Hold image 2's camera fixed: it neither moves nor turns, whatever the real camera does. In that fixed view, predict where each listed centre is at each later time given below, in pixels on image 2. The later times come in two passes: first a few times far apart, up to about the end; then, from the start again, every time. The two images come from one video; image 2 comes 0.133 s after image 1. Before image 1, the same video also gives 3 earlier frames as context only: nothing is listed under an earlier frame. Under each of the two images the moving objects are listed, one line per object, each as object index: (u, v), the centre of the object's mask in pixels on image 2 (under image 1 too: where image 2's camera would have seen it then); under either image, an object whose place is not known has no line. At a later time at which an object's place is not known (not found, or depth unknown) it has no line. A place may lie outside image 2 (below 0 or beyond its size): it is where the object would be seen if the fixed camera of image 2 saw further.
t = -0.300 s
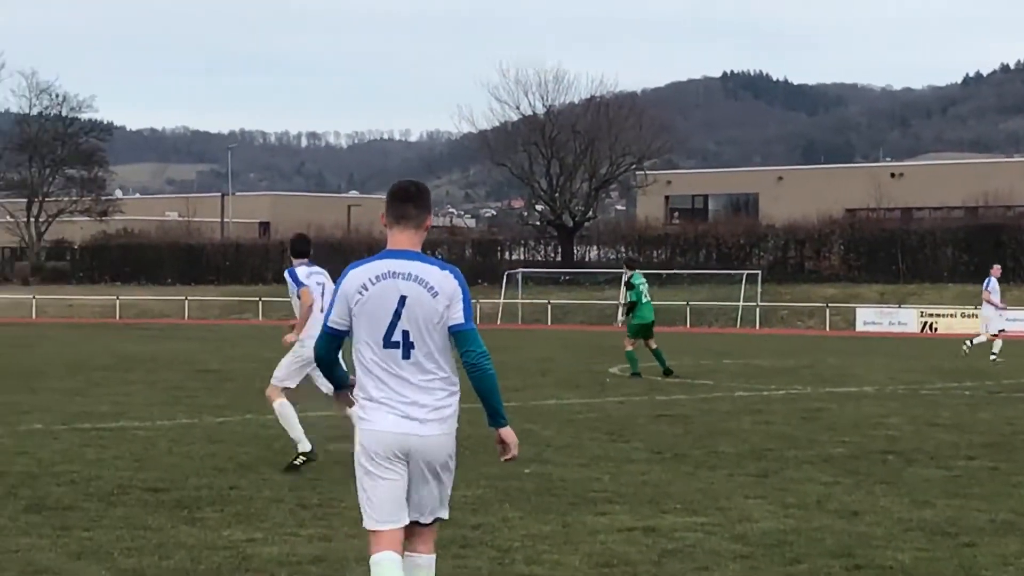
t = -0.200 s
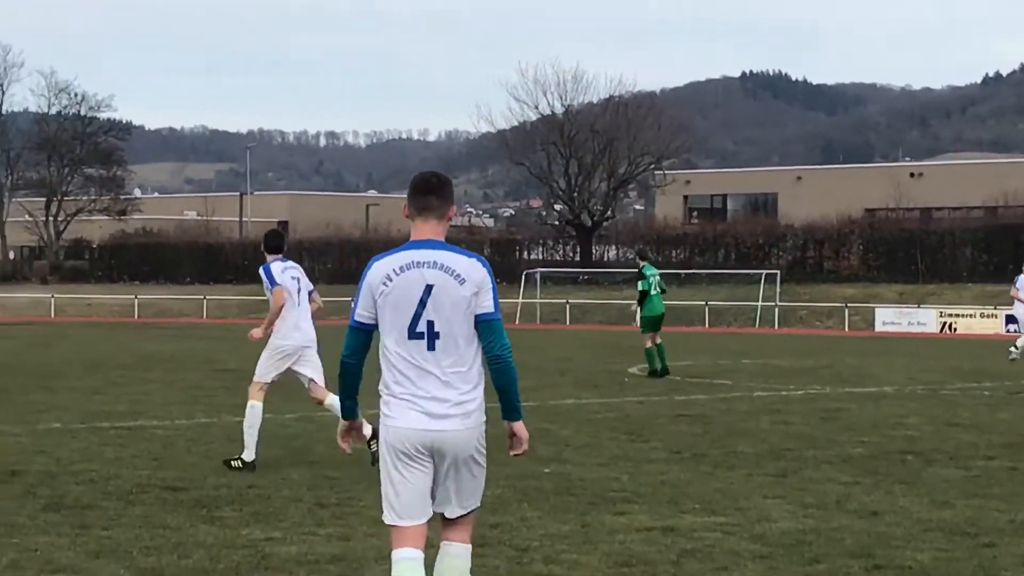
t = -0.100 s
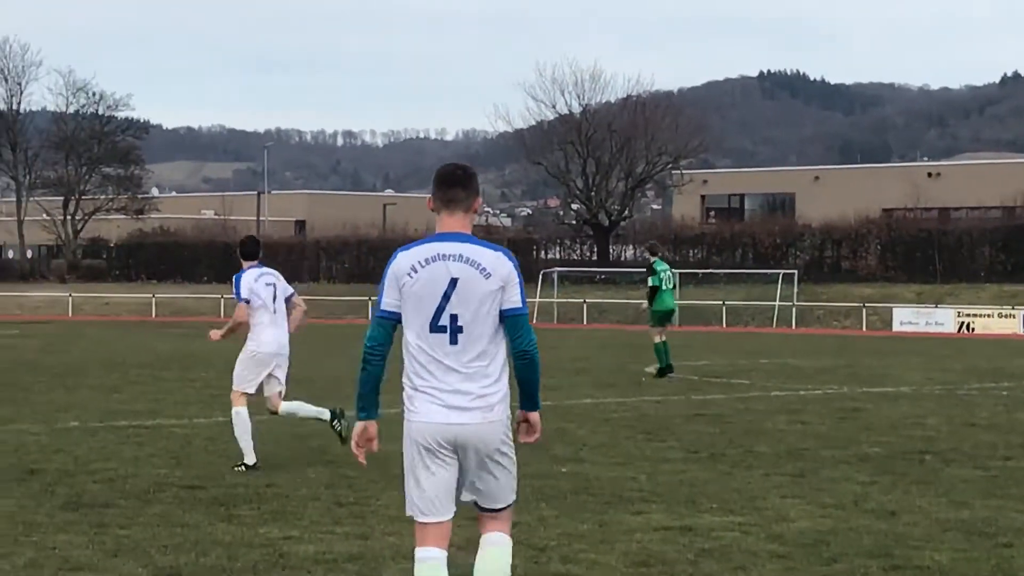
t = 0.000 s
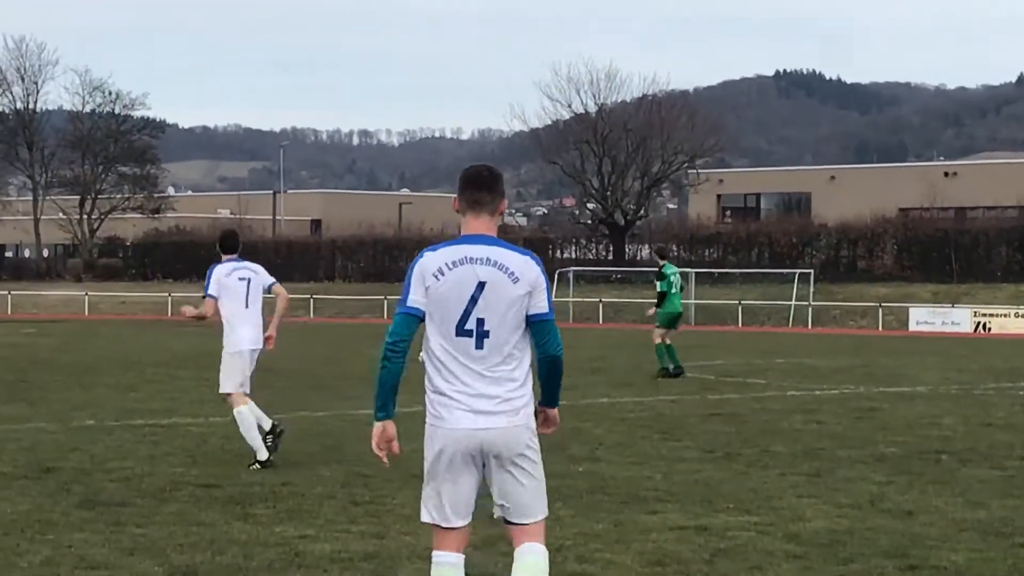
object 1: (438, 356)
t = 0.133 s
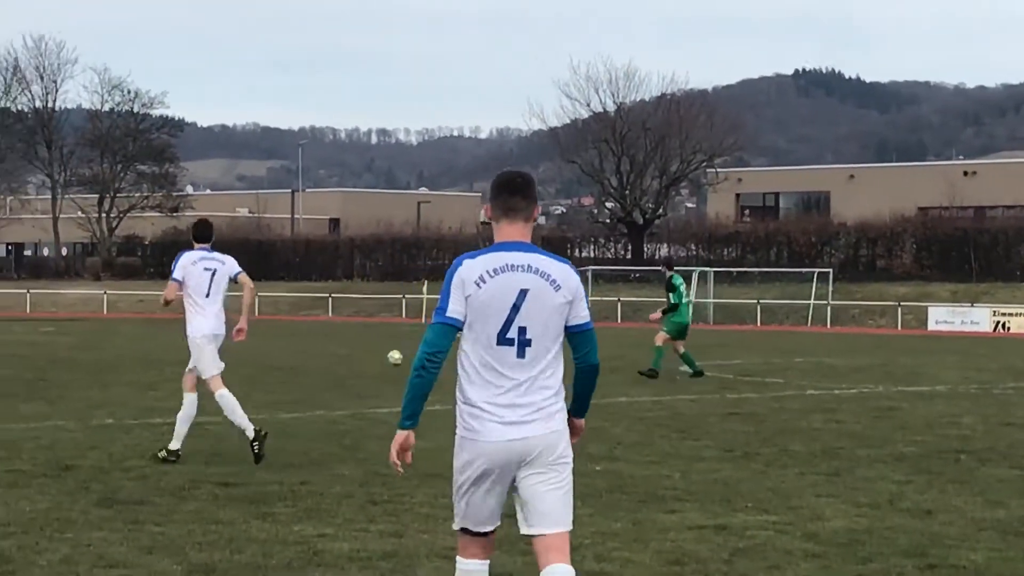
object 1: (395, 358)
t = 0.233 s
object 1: (361, 358)
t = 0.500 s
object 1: (277, 352)
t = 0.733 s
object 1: (209, 371)
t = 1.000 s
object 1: (146, 374)
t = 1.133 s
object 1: (114, 404)
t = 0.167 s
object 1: (382, 360)
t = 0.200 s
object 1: (371, 364)
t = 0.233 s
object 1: (361, 358)
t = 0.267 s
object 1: (350, 353)
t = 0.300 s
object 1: (340, 349)
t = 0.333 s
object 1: (330, 347)
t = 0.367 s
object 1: (320, 345)
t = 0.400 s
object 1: (309, 345)
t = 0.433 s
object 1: (298, 346)
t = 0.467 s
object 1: (288, 348)
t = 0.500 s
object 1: (277, 352)
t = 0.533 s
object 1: (267, 357)
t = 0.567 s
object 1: (256, 363)
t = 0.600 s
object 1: (245, 370)
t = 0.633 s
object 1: (233, 380)
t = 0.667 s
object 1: (224, 382)
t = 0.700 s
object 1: (217, 376)
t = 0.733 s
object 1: (209, 371)
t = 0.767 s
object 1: (202, 368)
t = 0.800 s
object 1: (194, 364)
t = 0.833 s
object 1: (185, 363)
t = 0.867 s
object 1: (178, 363)
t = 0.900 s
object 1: (170, 364)
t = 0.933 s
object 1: (162, 366)
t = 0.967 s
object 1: (154, 368)
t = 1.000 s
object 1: (146, 374)
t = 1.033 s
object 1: (138, 380)
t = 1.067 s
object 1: (130, 387)
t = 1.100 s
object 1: (122, 395)
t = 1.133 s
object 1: (114, 404)
